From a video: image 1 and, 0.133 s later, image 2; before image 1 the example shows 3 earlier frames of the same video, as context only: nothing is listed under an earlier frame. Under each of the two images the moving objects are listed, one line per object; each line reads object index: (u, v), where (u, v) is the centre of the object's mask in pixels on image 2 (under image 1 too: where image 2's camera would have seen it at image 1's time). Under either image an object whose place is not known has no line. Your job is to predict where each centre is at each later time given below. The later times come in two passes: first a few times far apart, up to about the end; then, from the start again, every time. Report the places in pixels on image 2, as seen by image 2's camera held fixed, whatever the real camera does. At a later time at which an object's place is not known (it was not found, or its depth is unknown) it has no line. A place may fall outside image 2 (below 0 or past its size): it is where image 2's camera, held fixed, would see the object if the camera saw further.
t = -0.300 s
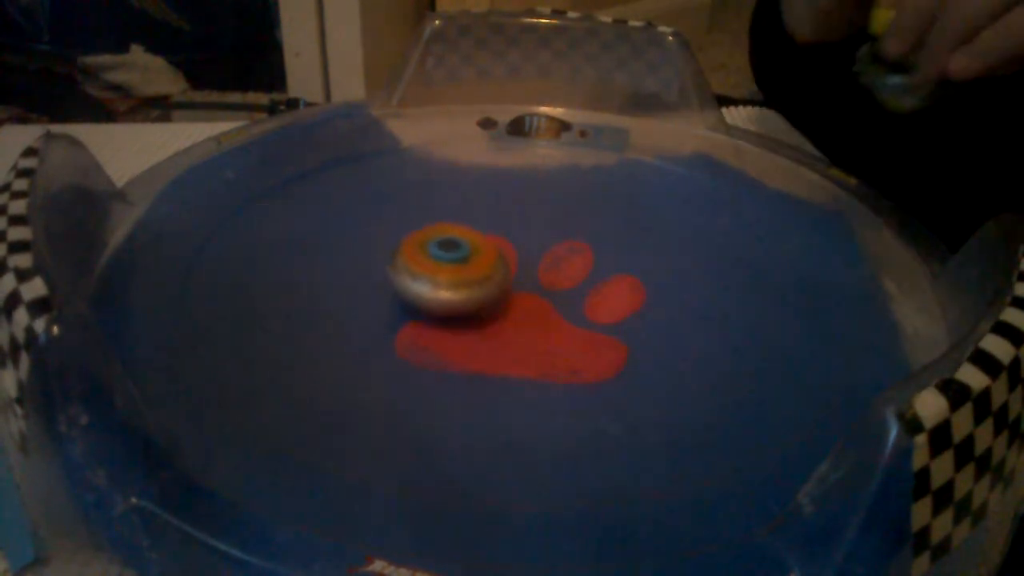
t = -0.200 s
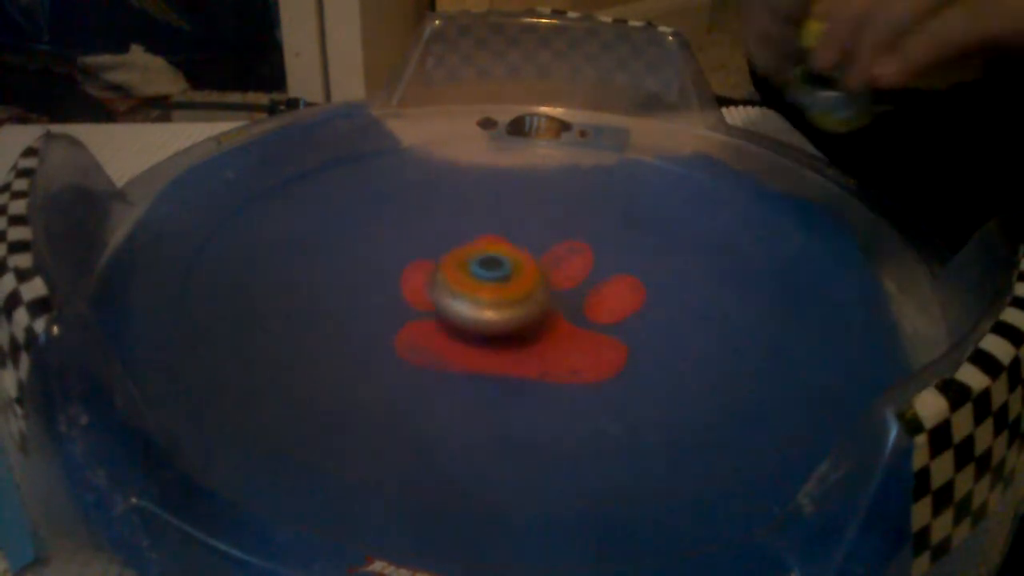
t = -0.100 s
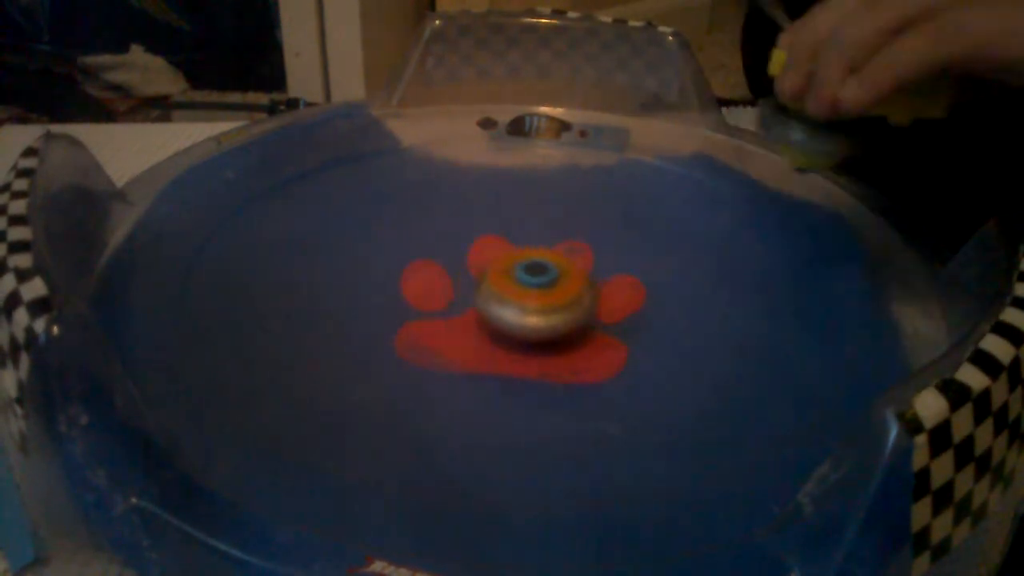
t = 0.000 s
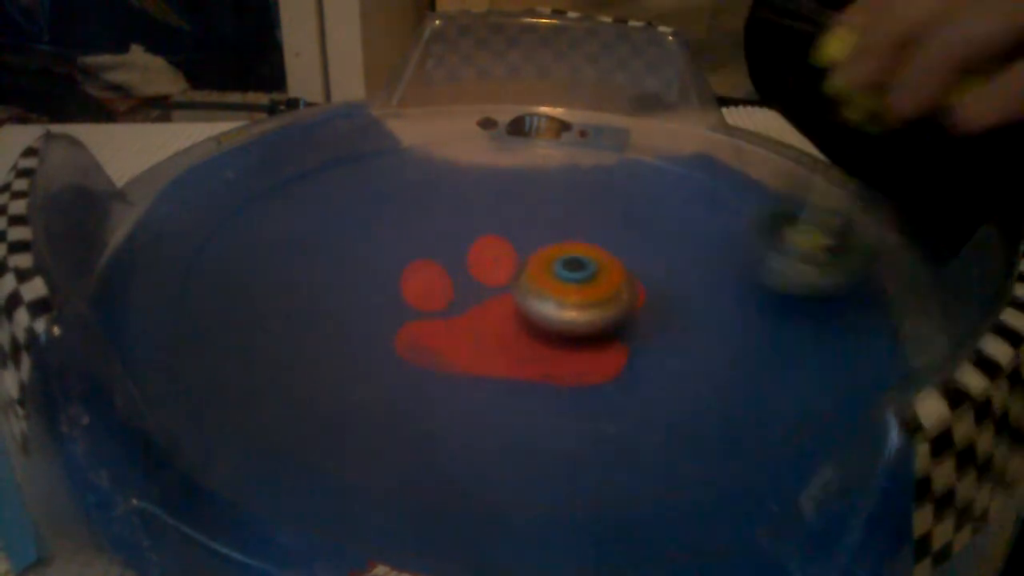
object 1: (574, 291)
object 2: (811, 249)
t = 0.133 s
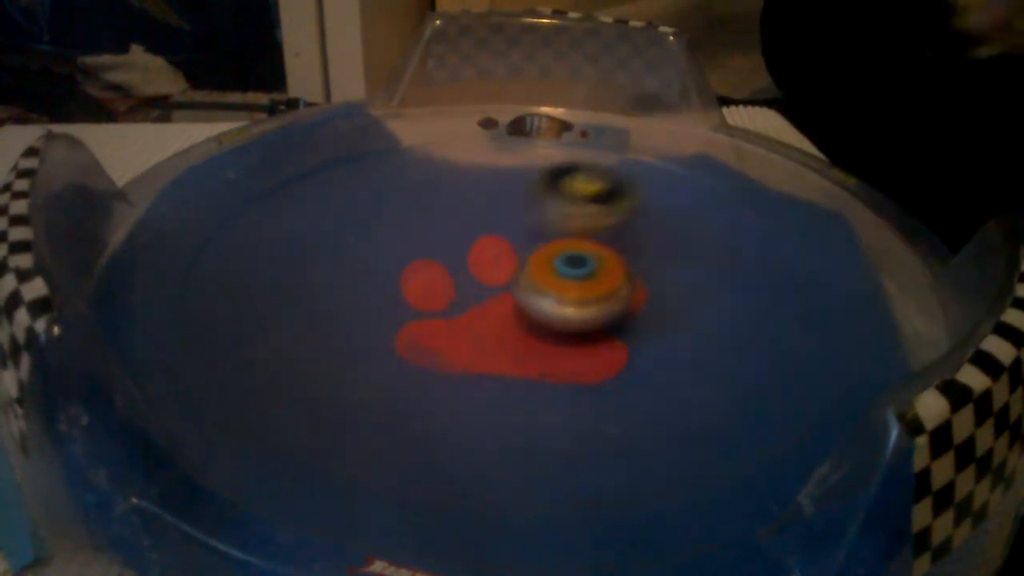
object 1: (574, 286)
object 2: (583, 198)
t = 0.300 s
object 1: (531, 292)
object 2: (393, 151)
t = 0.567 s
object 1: (562, 292)
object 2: (243, 220)
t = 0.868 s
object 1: (575, 273)
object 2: (544, 356)
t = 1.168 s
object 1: (545, 285)
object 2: (701, 212)
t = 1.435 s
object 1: (546, 299)
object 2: (537, 152)
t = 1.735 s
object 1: (554, 302)
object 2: (381, 241)
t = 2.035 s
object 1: (582, 281)
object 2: (531, 360)
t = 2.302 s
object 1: (525, 277)
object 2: (725, 281)
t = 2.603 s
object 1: (494, 293)
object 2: (618, 181)
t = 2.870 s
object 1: (508, 300)
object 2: (423, 236)
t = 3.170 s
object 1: (739, 327)
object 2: (254, 241)
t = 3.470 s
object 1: (637, 248)
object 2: (536, 364)
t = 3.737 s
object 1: (482, 256)
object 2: (704, 280)
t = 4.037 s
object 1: (447, 313)
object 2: (519, 202)
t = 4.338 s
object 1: (519, 328)
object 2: (361, 281)
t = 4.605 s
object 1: (542, 289)
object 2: (544, 368)
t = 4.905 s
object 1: (502, 269)
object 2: (669, 262)
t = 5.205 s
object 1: (473, 270)
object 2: (475, 198)
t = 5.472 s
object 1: (516, 313)
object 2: (356, 213)
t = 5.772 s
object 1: (568, 280)
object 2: (480, 341)
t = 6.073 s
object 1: (522, 248)
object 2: (698, 279)
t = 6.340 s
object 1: (482, 259)
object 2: (626, 201)
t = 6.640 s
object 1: (505, 287)
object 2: (432, 219)
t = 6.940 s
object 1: (610, 303)
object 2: (393, 315)
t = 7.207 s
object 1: (604, 271)
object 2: (619, 348)
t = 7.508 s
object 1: (483, 204)
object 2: (776, 339)
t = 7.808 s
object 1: (423, 275)
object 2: (620, 260)
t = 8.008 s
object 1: (469, 322)
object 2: (473, 245)
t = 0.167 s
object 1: (561, 289)
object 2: (543, 204)
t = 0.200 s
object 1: (550, 290)
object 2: (502, 185)
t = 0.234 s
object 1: (540, 291)
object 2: (461, 173)
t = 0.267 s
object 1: (534, 292)
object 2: (427, 161)
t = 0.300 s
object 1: (531, 292)
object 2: (393, 151)
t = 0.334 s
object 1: (531, 292)
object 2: (361, 146)
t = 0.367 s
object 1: (533, 293)
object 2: (337, 142)
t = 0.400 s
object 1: (536, 294)
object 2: (308, 145)
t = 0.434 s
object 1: (541, 294)
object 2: (286, 153)
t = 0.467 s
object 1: (547, 294)
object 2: (270, 167)
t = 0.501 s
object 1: (553, 294)
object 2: (258, 181)
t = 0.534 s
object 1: (557, 293)
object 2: (246, 200)
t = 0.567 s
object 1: (562, 292)
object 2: (243, 220)
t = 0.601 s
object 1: (567, 290)
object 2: (243, 241)
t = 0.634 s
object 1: (572, 289)
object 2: (251, 263)
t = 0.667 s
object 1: (575, 287)
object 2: (269, 285)
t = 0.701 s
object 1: (578, 285)
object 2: (296, 308)
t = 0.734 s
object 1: (579, 282)
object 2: (339, 329)
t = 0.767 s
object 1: (580, 280)
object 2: (384, 344)
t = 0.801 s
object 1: (579, 277)
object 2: (435, 354)
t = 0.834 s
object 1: (578, 275)
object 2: (491, 356)
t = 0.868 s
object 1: (575, 273)
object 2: (544, 356)
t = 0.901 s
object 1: (571, 267)
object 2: (590, 348)
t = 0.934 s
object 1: (562, 268)
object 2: (629, 334)
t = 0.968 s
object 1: (558, 273)
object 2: (660, 318)
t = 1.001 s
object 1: (556, 275)
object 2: (687, 299)
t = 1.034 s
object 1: (553, 276)
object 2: (704, 279)
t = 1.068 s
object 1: (551, 279)
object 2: (715, 261)
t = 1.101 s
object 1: (548, 280)
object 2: (716, 243)
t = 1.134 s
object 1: (546, 282)
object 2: (711, 227)
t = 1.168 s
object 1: (545, 285)
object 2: (701, 212)
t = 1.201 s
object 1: (545, 287)
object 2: (688, 198)
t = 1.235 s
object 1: (544, 290)
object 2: (670, 187)
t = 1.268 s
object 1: (543, 292)
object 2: (652, 177)
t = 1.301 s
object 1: (543, 293)
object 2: (632, 170)
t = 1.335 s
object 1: (544, 294)
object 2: (609, 163)
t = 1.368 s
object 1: (545, 296)
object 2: (585, 159)
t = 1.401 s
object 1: (546, 299)
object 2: (560, 156)
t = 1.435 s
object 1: (546, 299)
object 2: (537, 152)
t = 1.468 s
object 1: (547, 300)
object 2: (513, 155)
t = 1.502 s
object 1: (548, 302)
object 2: (491, 157)
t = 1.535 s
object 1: (549, 302)
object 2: (467, 161)
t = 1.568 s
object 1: (550, 303)
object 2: (444, 167)
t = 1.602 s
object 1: (551, 303)
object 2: (422, 176)
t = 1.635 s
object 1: (552, 303)
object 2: (403, 189)
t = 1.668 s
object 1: (553, 303)
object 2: (390, 205)
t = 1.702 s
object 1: (553, 303)
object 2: (383, 221)
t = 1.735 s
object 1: (554, 302)
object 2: (381, 241)
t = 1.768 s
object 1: (554, 302)
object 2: (390, 262)
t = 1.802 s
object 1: (554, 301)
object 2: (407, 284)
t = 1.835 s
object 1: (556, 300)
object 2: (424, 302)
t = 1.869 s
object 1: (571, 298)
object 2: (426, 316)
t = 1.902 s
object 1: (580, 296)
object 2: (435, 330)
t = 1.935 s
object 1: (584, 293)
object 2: (452, 343)
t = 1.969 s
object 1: (586, 290)
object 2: (473, 351)
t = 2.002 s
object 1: (584, 285)
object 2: (501, 357)
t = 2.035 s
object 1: (582, 281)
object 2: (531, 360)
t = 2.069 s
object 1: (574, 276)
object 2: (565, 360)
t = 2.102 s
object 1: (566, 274)
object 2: (597, 357)
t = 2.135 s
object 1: (557, 274)
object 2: (627, 348)
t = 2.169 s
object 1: (551, 276)
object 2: (653, 338)
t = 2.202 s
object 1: (545, 275)
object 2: (679, 326)
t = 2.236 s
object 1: (538, 276)
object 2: (700, 311)
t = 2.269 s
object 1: (532, 276)
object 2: (715, 297)
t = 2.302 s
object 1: (525, 277)
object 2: (725, 281)
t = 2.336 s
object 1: (519, 278)
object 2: (731, 265)
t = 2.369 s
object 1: (514, 279)
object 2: (731, 251)
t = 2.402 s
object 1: (510, 281)
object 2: (726, 236)
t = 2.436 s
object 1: (505, 282)
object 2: (715, 224)
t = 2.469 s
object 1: (500, 284)
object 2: (703, 213)
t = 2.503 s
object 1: (498, 287)
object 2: (685, 203)
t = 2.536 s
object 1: (496, 288)
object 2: (666, 194)
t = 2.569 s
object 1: (494, 292)
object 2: (644, 187)
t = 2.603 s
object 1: (494, 293)
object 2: (618, 181)
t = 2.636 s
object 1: (494, 295)
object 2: (592, 177)
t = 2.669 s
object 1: (496, 298)
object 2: (564, 177)
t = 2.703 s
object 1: (497, 299)
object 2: (535, 180)
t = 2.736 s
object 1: (499, 300)
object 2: (508, 186)
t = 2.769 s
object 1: (501, 300)
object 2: (482, 195)
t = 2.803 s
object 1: (503, 301)
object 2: (458, 206)
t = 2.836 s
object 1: (505, 301)
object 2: (439, 221)
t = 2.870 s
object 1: (508, 300)
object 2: (423, 236)
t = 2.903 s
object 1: (532, 311)
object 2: (400, 241)
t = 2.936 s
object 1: (572, 329)
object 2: (358, 229)
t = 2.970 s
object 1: (614, 339)
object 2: (321, 218)
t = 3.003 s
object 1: (649, 348)
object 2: (293, 209)
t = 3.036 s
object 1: (679, 349)
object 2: (271, 207)
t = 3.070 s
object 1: (703, 348)
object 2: (257, 210)
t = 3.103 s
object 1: (722, 343)
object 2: (250, 217)
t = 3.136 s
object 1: (733, 336)
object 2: (249, 227)
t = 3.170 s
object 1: (739, 327)
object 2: (254, 241)
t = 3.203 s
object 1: (741, 317)
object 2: (266, 260)
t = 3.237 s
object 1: (739, 307)
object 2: (284, 278)
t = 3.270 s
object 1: (733, 296)
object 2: (308, 296)
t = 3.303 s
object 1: (723, 287)
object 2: (341, 315)
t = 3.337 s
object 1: (711, 277)
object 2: (375, 331)
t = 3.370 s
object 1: (697, 269)
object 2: (414, 345)
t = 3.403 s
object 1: (679, 261)
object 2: (456, 354)
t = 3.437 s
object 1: (657, 253)
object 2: (496, 361)
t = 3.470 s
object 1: (637, 248)
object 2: (536, 364)
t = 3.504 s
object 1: (617, 245)
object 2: (574, 365)
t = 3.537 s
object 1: (595, 243)
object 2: (609, 361)
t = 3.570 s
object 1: (574, 242)
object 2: (640, 351)
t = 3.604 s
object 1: (553, 242)
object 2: (665, 342)
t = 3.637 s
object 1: (532, 242)
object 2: (684, 329)
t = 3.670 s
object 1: (514, 246)
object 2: (697, 313)
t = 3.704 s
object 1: (497, 251)
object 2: (704, 297)
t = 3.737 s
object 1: (482, 256)
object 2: (704, 280)
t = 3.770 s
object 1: (468, 261)
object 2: (696, 265)
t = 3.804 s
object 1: (458, 267)
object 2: (683, 252)
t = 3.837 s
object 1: (451, 274)
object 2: (668, 239)
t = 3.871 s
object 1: (444, 280)
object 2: (648, 228)
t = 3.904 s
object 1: (442, 287)
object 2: (624, 219)
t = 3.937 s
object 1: (440, 294)
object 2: (599, 212)
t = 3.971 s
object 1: (440, 301)
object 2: (574, 206)
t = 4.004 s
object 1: (442, 306)
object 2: (546, 203)
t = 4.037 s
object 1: (447, 313)
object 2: (519, 202)
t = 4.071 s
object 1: (452, 318)
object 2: (491, 203)
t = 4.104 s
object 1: (458, 322)
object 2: (465, 206)
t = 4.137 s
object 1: (465, 325)
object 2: (441, 211)
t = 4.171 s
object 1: (474, 328)
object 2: (419, 219)
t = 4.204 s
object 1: (483, 330)
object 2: (398, 227)
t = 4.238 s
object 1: (493, 330)
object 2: (382, 239)
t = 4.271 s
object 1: (502, 330)
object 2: (369, 252)
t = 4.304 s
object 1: (510, 329)
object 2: (362, 266)
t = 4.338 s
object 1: (519, 328)
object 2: (361, 281)
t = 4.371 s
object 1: (526, 324)
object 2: (364, 296)
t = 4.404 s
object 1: (533, 321)
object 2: (373, 314)
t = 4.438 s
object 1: (539, 318)
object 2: (391, 330)
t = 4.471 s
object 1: (543, 314)
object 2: (415, 343)
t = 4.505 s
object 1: (548, 308)
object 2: (443, 355)
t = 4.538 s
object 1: (548, 302)
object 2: (474, 361)
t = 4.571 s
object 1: (546, 294)
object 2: (509, 368)
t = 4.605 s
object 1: (542, 289)
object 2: (544, 368)
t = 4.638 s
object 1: (537, 287)
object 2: (575, 364)
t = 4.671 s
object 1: (533, 284)
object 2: (604, 359)
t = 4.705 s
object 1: (530, 282)
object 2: (631, 348)
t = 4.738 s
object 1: (528, 280)
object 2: (652, 336)
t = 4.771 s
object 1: (522, 277)
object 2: (667, 322)
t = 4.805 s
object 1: (517, 274)
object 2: (676, 308)
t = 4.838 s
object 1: (511, 272)
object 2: (679, 292)
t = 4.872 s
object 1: (507, 271)
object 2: (677, 276)
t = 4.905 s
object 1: (502, 269)
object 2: (669, 262)
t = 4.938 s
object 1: (497, 268)
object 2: (658, 247)
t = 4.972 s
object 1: (493, 267)
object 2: (641, 235)
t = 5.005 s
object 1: (488, 267)
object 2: (620, 225)
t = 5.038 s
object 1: (485, 267)
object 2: (599, 215)
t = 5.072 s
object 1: (481, 267)
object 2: (576, 208)
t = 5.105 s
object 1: (478, 267)
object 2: (551, 204)
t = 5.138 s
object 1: (476, 268)
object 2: (528, 200)
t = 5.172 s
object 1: (474, 269)
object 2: (503, 198)
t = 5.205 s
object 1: (473, 270)
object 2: (475, 198)
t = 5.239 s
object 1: (472, 279)
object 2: (457, 194)
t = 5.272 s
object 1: (472, 290)
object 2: (437, 185)
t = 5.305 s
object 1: (475, 299)
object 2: (420, 181)
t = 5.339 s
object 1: (479, 304)
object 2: (405, 181)
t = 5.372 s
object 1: (487, 308)
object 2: (390, 185)
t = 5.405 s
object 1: (496, 311)
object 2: (377, 191)
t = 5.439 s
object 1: (506, 312)
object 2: (366, 201)
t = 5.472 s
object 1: (516, 313)
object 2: (356, 213)
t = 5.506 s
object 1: (526, 312)
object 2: (350, 226)
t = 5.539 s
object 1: (535, 309)
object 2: (348, 242)
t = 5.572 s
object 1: (542, 306)
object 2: (346, 257)
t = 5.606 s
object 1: (550, 303)
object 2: (353, 275)
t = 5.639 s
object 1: (555, 299)
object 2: (365, 292)
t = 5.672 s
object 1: (560, 294)
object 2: (386, 308)
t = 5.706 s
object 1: (563, 290)
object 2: (412, 322)
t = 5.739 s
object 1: (565, 285)
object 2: (444, 334)
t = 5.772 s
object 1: (568, 280)
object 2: (480, 341)
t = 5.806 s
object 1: (568, 274)
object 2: (515, 345)
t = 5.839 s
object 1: (566, 268)
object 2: (548, 344)
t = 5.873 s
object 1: (562, 265)
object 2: (578, 338)
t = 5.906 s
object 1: (555, 261)
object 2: (606, 330)
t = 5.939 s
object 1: (550, 262)
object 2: (627, 318)
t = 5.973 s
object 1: (547, 260)
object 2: (646, 306)
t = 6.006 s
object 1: (540, 255)
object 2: (671, 298)
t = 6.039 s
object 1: (531, 251)
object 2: (688, 290)
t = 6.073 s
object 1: (522, 248)
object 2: (698, 279)
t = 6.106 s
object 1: (514, 246)
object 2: (702, 268)
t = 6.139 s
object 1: (507, 246)
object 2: (702, 257)
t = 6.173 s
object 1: (500, 246)
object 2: (696, 246)
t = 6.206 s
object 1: (494, 247)
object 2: (688, 236)
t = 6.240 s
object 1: (490, 250)
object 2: (674, 225)
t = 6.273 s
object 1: (487, 253)
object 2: (660, 217)
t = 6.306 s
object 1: (484, 256)
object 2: (644, 209)
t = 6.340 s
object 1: (482, 259)
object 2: (626, 201)
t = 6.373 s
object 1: (482, 263)
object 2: (606, 194)
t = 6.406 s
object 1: (480, 267)
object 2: (583, 189)
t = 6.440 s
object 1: (481, 270)
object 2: (560, 186)
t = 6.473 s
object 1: (482, 273)
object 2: (537, 186)
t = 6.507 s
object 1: (485, 276)
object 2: (513, 188)
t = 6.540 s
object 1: (488, 280)
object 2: (488, 193)
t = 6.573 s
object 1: (493, 282)
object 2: (468, 200)
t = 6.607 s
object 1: (499, 285)
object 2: (449, 208)
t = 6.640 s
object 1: (505, 287)
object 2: (432, 219)
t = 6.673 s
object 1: (510, 289)
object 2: (420, 231)
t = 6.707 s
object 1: (522, 294)
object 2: (406, 241)
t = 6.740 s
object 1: (543, 301)
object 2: (387, 245)
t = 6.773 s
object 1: (561, 306)
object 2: (372, 251)
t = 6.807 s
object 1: (574, 309)
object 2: (363, 261)
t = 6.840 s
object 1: (587, 310)
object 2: (363, 273)
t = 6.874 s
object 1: (596, 308)
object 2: (368, 286)
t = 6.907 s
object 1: (603, 306)
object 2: (378, 301)
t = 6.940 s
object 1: (610, 303)
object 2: (393, 315)
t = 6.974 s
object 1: (615, 300)
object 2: (415, 329)
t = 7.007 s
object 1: (617, 296)
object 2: (440, 340)
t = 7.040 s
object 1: (618, 293)
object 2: (468, 348)
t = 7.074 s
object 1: (619, 288)
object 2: (501, 353)
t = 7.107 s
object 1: (619, 284)
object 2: (532, 356)
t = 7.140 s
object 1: (616, 280)
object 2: (564, 358)
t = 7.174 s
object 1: (611, 274)
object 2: (592, 355)
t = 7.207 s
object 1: (604, 271)
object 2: (619, 348)
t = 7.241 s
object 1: (596, 269)
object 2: (641, 338)
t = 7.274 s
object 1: (587, 268)
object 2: (659, 327)
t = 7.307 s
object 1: (578, 258)
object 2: (688, 329)
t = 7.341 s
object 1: (561, 244)
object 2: (723, 340)
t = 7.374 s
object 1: (545, 227)
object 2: (746, 344)
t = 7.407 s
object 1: (529, 218)
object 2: (762, 347)
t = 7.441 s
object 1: (514, 210)
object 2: (772, 346)
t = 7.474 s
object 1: (498, 205)
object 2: (777, 344)
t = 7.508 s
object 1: (483, 204)
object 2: (776, 339)
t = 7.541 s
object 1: (470, 207)
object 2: (771, 333)
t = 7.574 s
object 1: (458, 211)
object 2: (762, 326)
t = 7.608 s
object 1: (448, 218)
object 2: (748, 318)
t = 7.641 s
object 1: (439, 228)
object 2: (732, 309)
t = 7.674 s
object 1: (431, 236)
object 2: (712, 299)
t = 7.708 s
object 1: (426, 246)
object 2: (690, 288)
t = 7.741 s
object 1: (423, 255)
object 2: (667, 278)
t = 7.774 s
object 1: (422, 266)
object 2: (645, 268)
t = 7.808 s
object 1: (423, 275)
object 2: (620, 260)
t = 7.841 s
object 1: (424, 283)
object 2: (595, 254)
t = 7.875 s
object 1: (429, 294)
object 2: (570, 249)
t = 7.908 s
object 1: (437, 302)
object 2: (543, 247)
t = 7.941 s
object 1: (446, 308)
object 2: (519, 244)
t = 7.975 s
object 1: (457, 315)
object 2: (496, 242)
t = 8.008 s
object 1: (469, 322)
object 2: (473, 245)
